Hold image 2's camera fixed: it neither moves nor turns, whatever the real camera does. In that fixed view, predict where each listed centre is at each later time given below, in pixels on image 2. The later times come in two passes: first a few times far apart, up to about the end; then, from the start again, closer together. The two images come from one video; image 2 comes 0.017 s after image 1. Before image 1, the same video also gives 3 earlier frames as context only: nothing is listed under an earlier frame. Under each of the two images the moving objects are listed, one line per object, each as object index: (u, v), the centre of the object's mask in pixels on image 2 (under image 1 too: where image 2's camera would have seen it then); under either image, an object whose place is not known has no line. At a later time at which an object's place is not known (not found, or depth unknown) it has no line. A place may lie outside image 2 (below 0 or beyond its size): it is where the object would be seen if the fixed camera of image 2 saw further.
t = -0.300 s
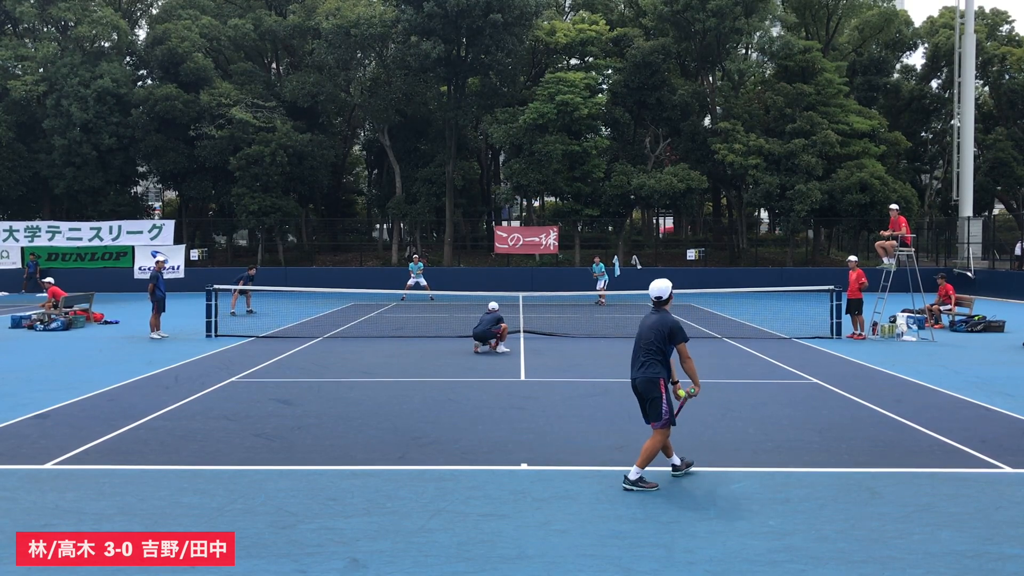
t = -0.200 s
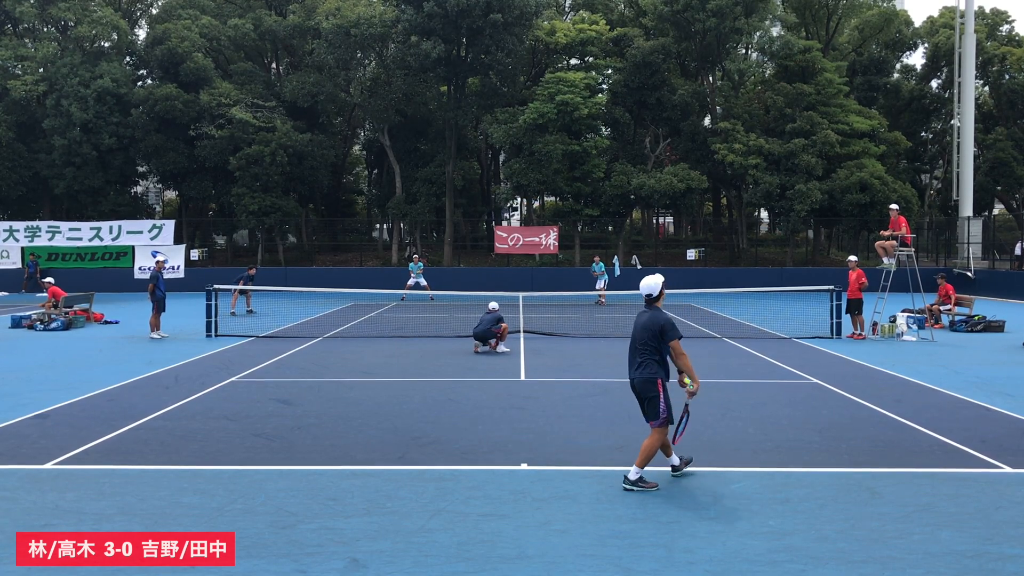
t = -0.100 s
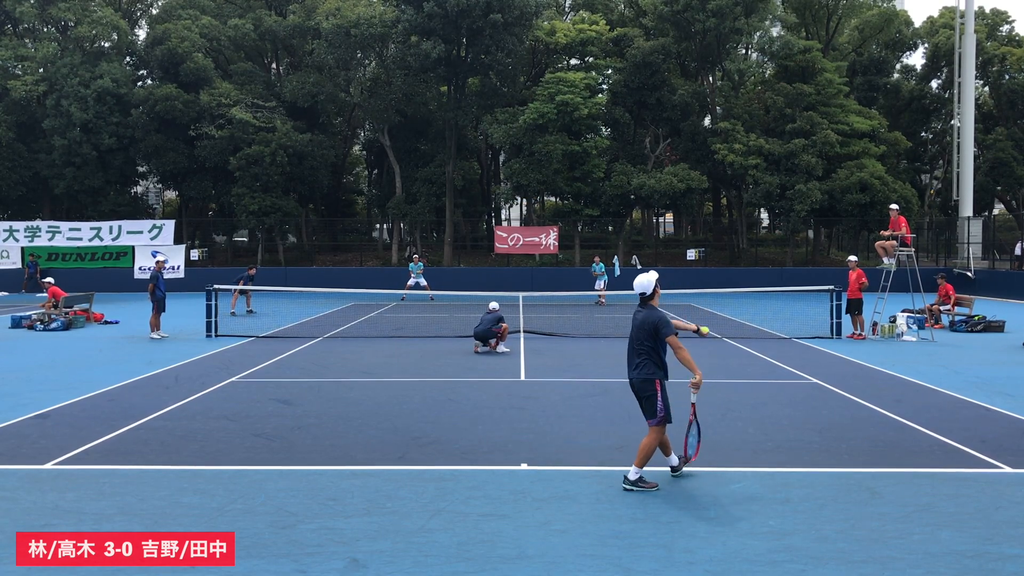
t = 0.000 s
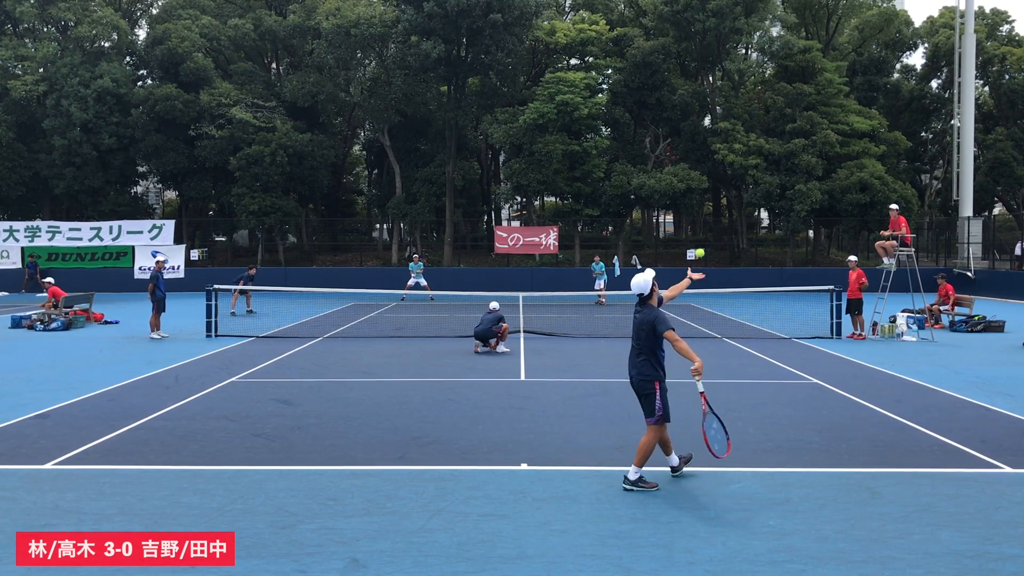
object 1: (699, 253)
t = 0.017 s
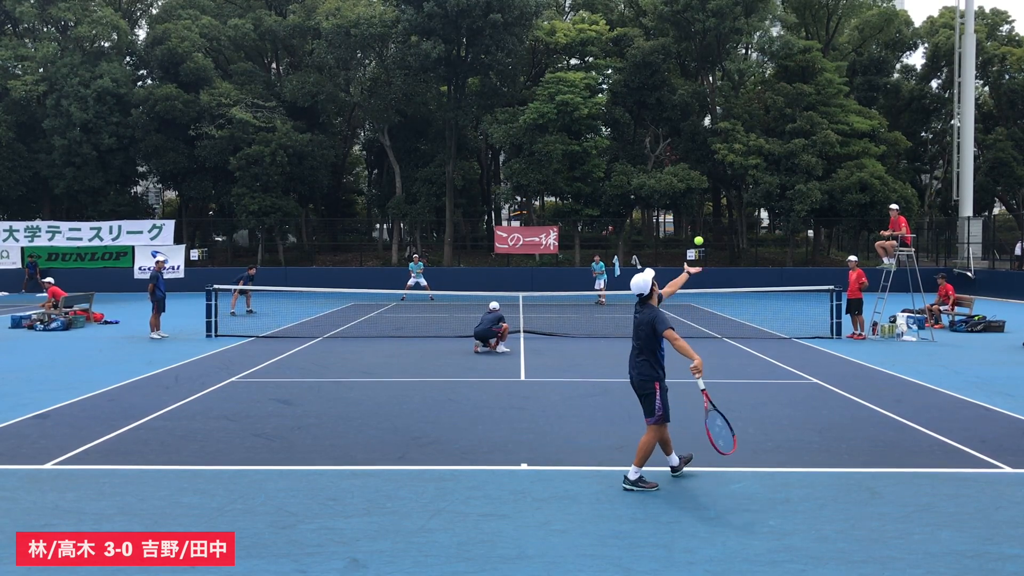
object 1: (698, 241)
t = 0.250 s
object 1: (682, 107)
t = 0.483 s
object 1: (667, 40)
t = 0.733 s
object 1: (650, 40)
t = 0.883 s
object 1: (640, 75)
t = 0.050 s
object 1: (696, 217)
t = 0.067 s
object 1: (695, 206)
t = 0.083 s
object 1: (694, 196)
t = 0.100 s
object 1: (692, 185)
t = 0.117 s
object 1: (691, 175)
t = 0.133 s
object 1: (690, 165)
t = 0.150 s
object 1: (689, 156)
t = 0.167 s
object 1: (688, 147)
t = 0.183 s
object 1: (687, 138)
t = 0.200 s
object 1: (686, 130)
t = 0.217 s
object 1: (685, 122)
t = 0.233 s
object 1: (683, 114)
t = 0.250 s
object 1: (682, 107)
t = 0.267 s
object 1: (681, 100)
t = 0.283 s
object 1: (680, 93)
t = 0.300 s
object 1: (679, 87)
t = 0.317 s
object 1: (678, 81)
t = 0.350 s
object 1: (676, 70)
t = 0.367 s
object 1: (675, 65)
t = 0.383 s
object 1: (673, 61)
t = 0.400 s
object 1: (672, 56)
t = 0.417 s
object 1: (671, 53)
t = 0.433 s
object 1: (670, 49)
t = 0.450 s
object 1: (669, 46)
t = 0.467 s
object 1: (668, 43)
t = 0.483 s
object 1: (667, 40)
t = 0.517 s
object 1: (664, 36)
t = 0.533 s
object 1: (663, 34)
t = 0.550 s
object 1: (662, 33)
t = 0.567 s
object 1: (661, 32)
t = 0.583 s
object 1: (660, 31)
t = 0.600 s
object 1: (659, 31)
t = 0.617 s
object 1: (658, 31)
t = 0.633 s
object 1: (656, 31)
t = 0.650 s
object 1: (655, 32)
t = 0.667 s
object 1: (654, 33)
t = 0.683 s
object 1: (653, 34)
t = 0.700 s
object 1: (652, 36)
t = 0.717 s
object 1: (651, 38)
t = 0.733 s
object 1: (650, 40)
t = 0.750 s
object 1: (649, 43)
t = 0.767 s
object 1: (648, 46)
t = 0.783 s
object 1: (646, 49)
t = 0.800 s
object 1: (645, 52)
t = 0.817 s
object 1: (644, 56)
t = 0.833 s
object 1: (643, 61)
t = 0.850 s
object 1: (642, 65)
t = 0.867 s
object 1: (641, 70)
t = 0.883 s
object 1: (640, 75)
